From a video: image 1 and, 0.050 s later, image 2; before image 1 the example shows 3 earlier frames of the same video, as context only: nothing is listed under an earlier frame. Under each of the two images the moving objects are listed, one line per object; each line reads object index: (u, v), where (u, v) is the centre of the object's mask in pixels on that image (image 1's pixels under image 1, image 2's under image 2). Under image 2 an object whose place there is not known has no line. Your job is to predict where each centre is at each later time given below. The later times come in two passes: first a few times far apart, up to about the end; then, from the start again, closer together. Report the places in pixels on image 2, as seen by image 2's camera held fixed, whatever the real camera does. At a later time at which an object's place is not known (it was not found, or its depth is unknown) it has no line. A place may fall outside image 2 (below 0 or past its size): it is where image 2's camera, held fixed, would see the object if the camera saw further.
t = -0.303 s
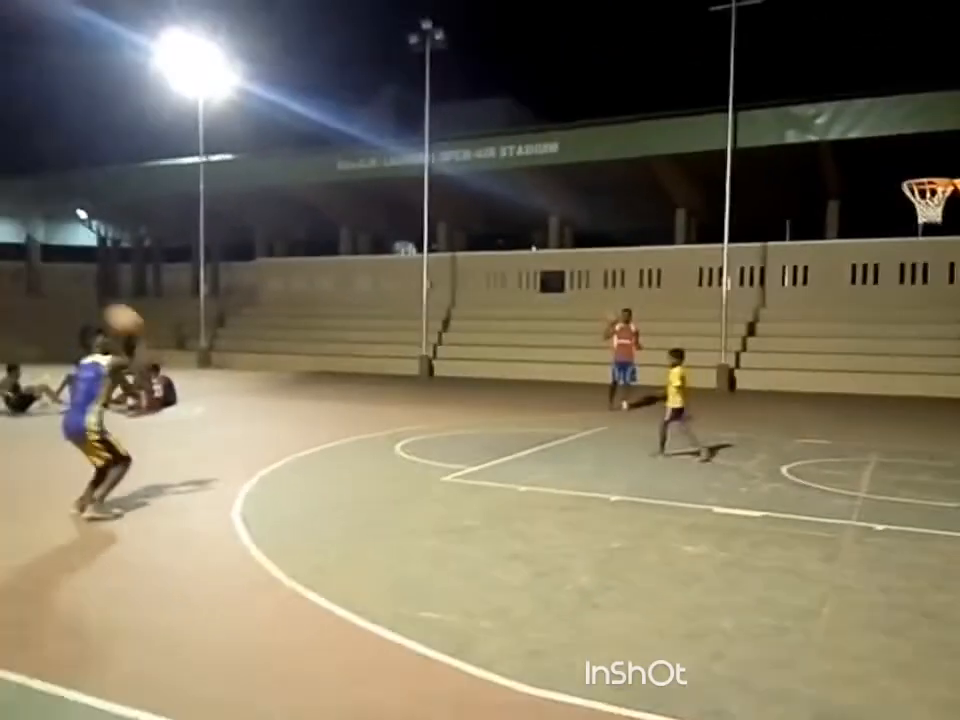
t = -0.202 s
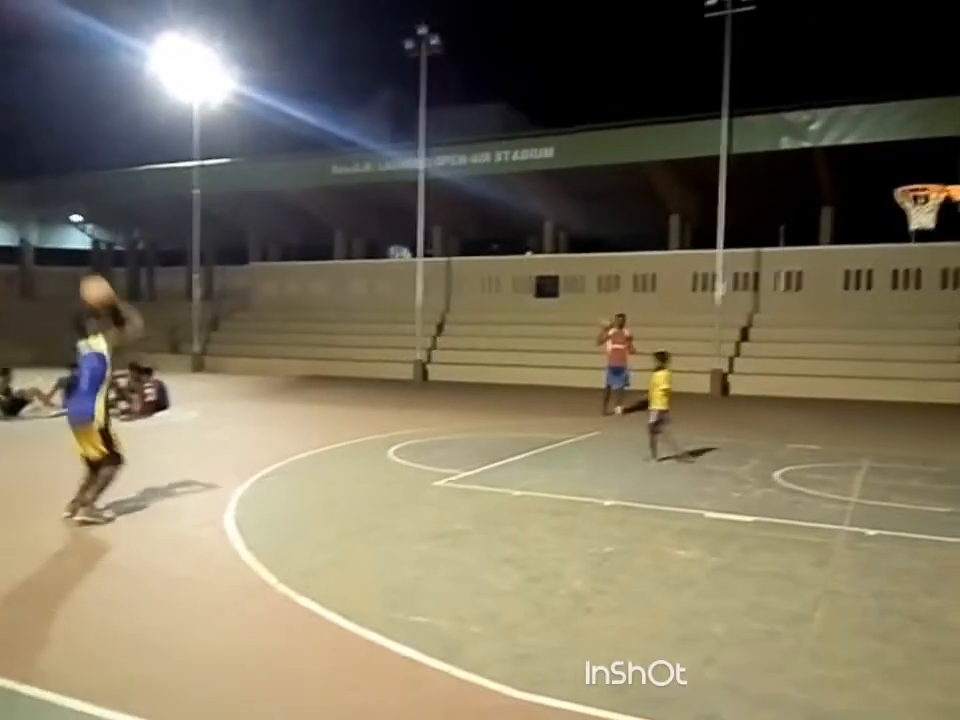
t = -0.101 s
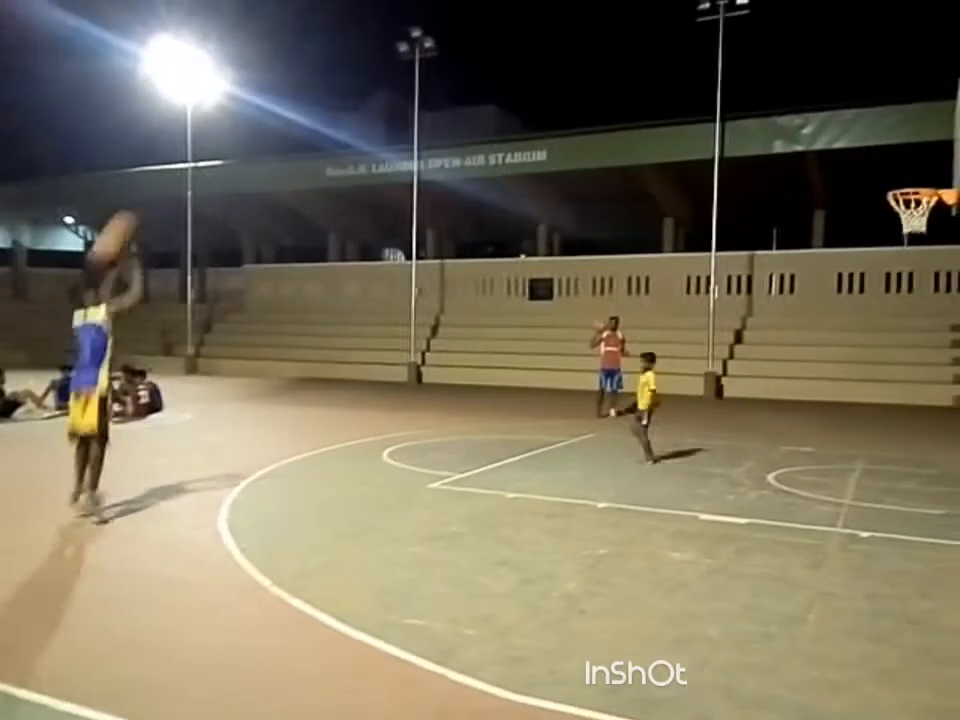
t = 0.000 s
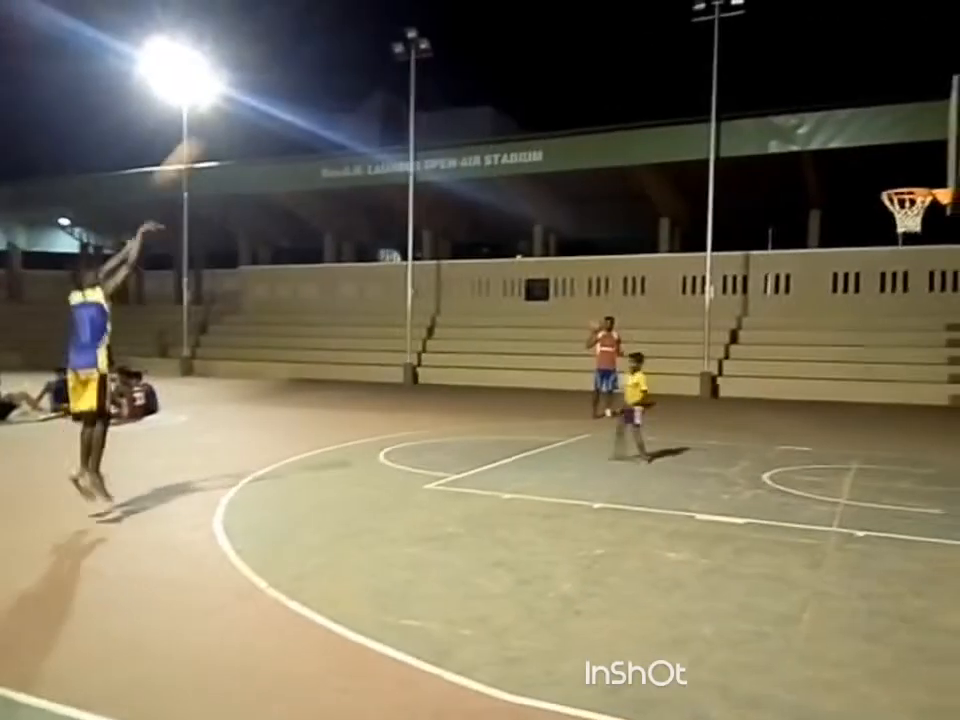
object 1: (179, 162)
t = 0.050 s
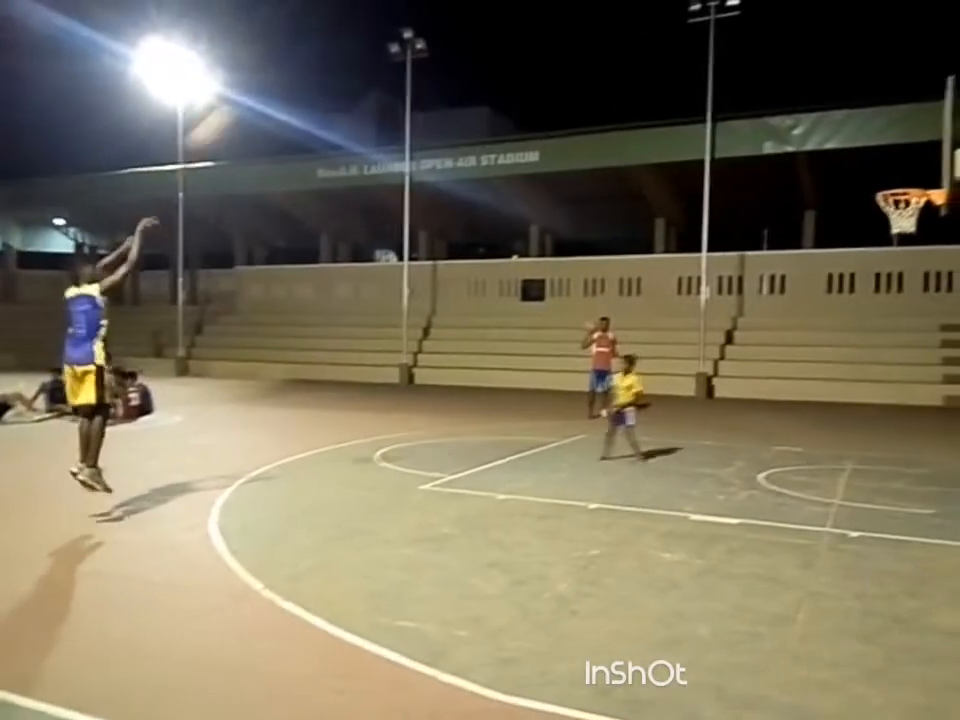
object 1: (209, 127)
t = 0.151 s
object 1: (284, 70)
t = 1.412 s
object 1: (879, 214)
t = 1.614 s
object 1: (874, 218)
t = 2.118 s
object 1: (861, 392)
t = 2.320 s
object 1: (861, 438)
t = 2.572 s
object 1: (880, 341)
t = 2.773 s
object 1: (895, 303)
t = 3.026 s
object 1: (902, 311)
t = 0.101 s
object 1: (249, 95)
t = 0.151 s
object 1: (284, 70)
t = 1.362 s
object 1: (883, 217)
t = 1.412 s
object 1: (879, 214)
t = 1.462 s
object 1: (878, 213)
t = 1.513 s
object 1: (876, 213)
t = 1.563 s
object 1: (875, 214)
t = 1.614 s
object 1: (874, 218)
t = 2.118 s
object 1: (861, 392)
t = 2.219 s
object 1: (853, 463)
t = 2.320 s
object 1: (861, 438)
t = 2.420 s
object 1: (869, 394)
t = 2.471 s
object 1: (872, 375)
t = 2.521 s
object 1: (877, 354)
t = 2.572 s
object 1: (880, 341)
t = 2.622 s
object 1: (884, 327)
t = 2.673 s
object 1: (889, 316)
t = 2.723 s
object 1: (892, 310)
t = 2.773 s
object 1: (895, 303)
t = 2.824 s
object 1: (899, 300)
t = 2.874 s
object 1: (902, 299)
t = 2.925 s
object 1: (906, 300)
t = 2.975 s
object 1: (908, 304)
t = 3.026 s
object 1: (902, 311)
